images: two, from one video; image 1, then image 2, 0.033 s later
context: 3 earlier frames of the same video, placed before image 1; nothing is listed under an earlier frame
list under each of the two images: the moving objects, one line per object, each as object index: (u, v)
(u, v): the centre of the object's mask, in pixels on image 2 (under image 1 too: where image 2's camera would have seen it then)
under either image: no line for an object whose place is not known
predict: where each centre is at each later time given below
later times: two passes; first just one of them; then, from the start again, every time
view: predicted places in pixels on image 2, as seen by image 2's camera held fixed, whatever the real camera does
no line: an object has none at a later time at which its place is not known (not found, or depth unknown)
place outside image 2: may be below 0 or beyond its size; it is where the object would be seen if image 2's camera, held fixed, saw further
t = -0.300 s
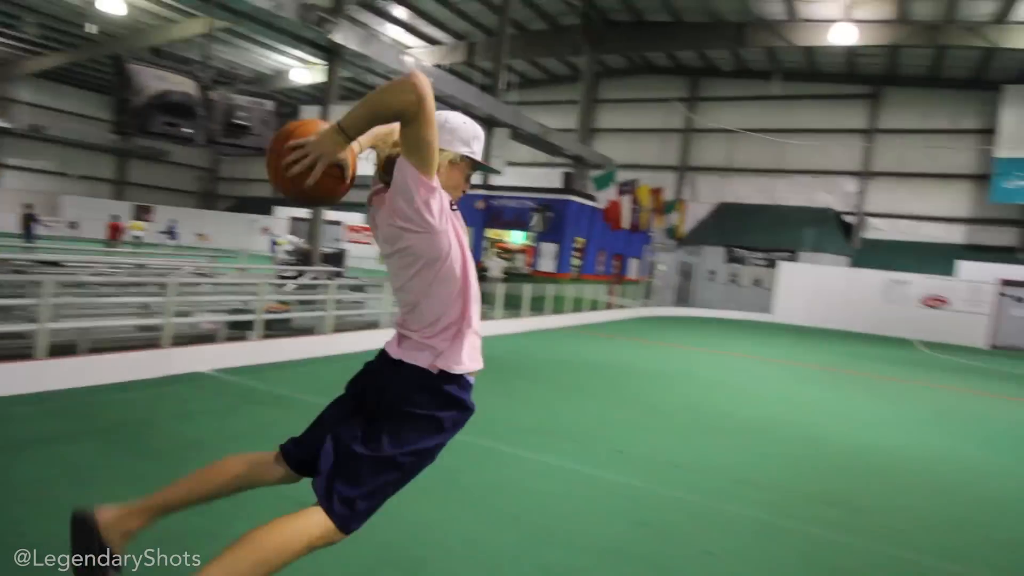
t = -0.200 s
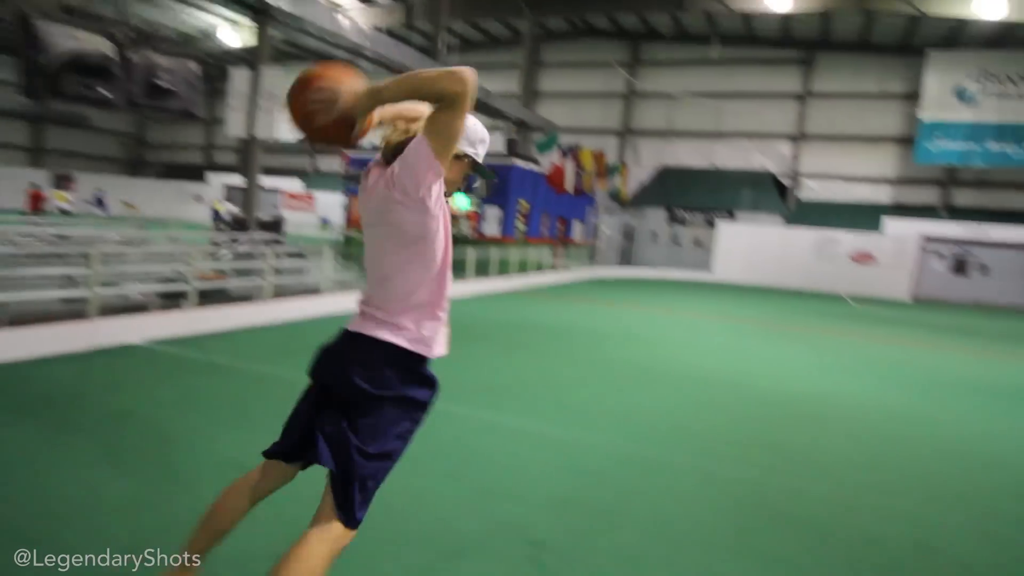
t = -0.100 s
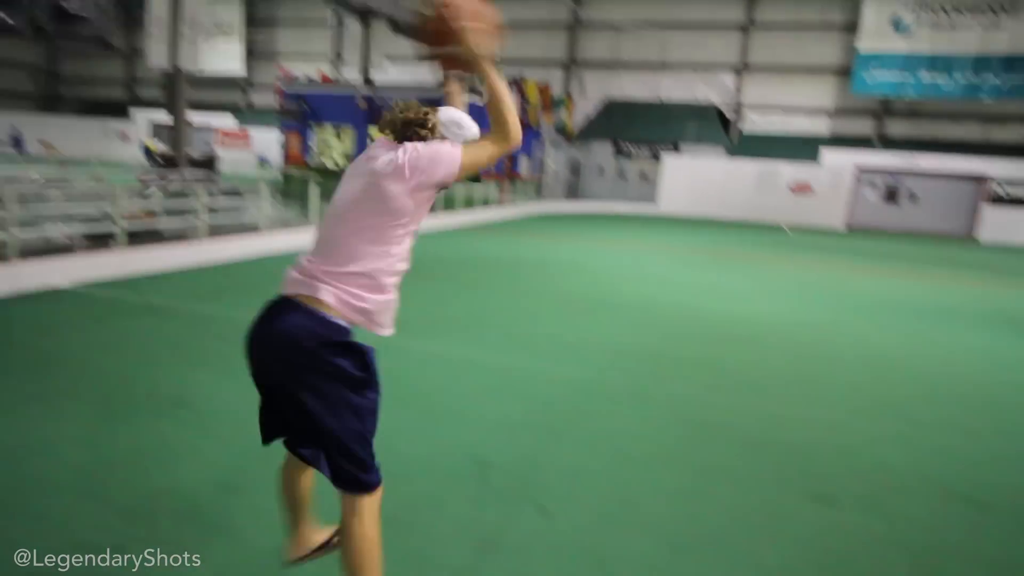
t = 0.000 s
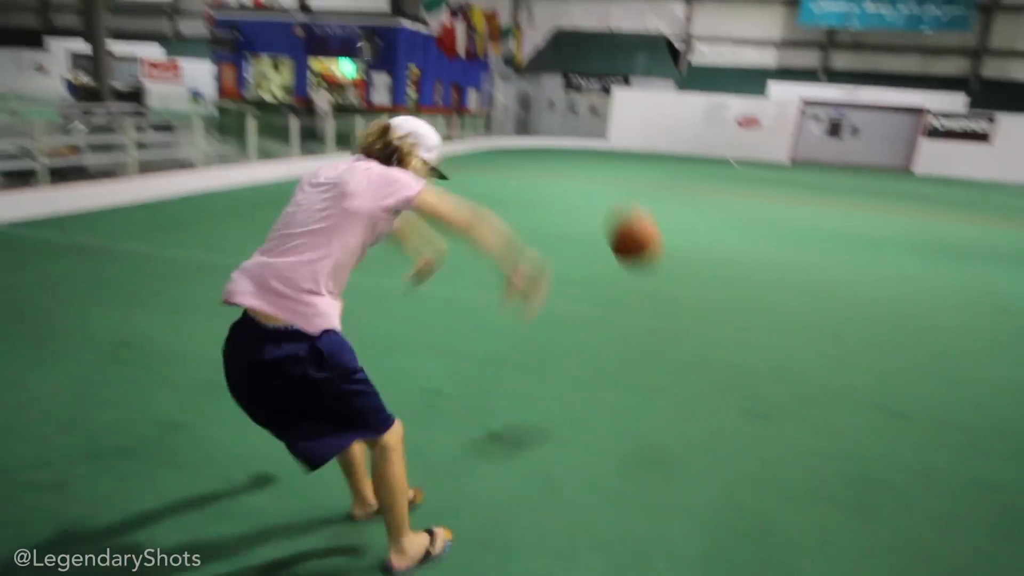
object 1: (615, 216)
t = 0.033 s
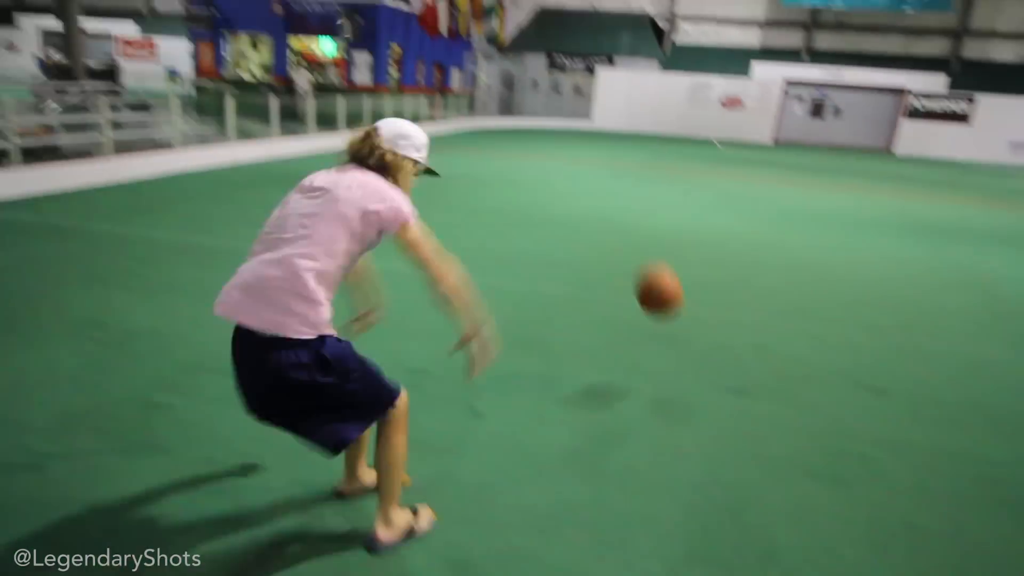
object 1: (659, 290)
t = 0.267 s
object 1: (849, 87)
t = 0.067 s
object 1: (692, 350)
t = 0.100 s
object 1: (720, 326)
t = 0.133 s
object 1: (748, 274)
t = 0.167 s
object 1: (775, 224)
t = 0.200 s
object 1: (800, 173)
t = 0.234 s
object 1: (824, 132)
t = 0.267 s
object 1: (849, 87)
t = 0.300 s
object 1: (872, 56)
